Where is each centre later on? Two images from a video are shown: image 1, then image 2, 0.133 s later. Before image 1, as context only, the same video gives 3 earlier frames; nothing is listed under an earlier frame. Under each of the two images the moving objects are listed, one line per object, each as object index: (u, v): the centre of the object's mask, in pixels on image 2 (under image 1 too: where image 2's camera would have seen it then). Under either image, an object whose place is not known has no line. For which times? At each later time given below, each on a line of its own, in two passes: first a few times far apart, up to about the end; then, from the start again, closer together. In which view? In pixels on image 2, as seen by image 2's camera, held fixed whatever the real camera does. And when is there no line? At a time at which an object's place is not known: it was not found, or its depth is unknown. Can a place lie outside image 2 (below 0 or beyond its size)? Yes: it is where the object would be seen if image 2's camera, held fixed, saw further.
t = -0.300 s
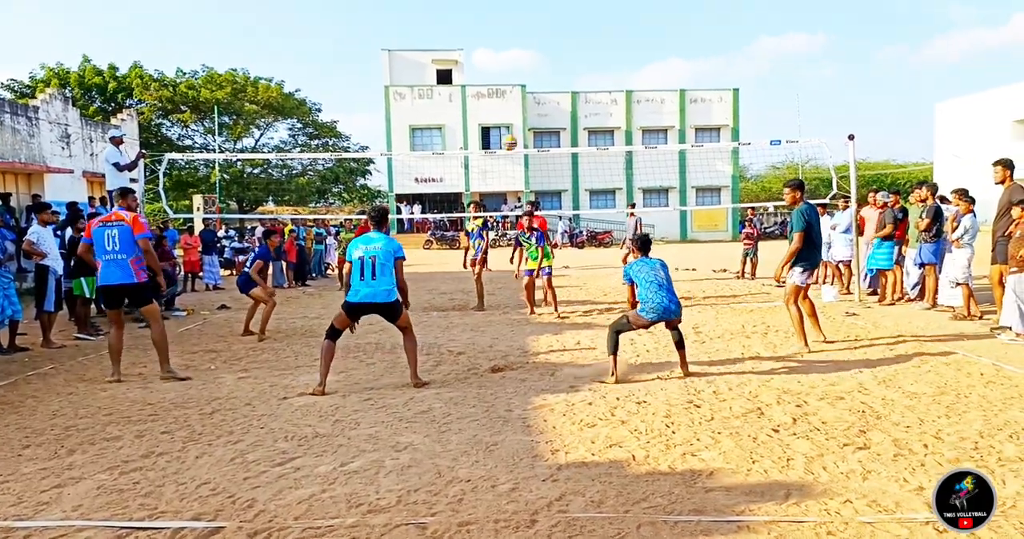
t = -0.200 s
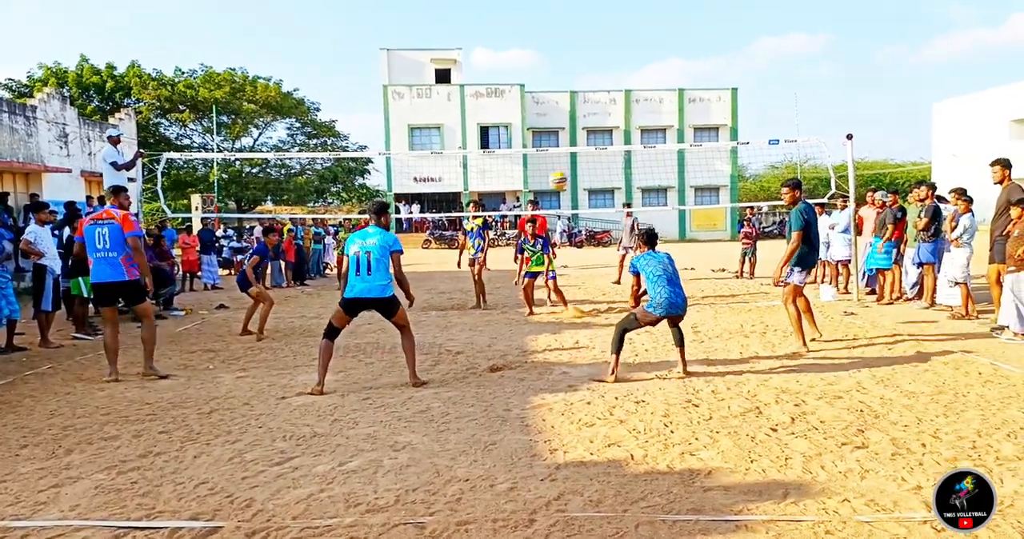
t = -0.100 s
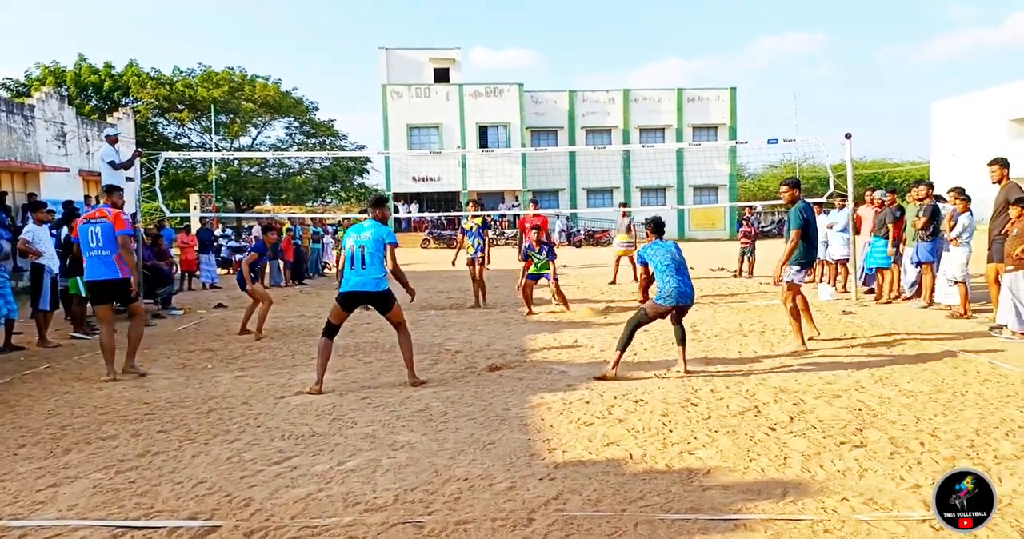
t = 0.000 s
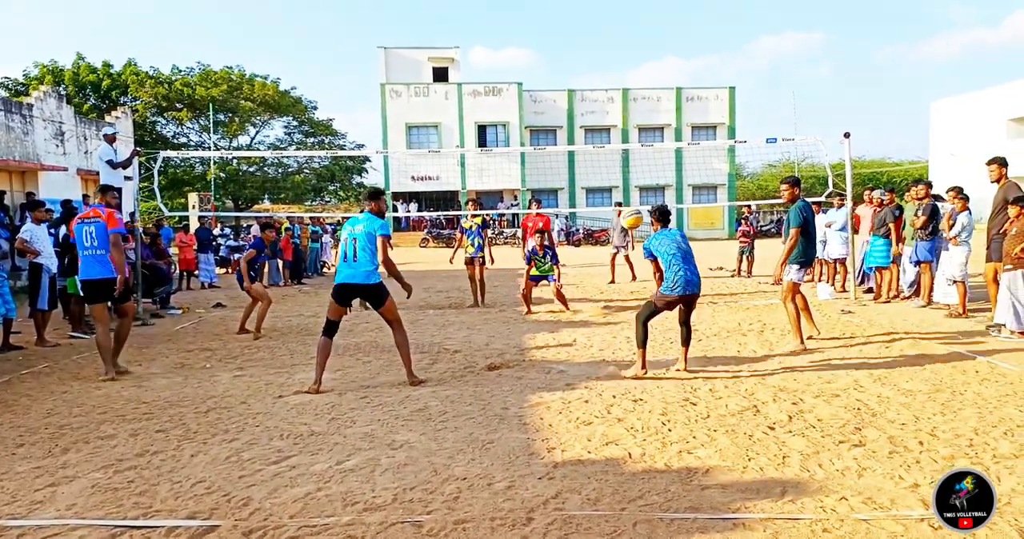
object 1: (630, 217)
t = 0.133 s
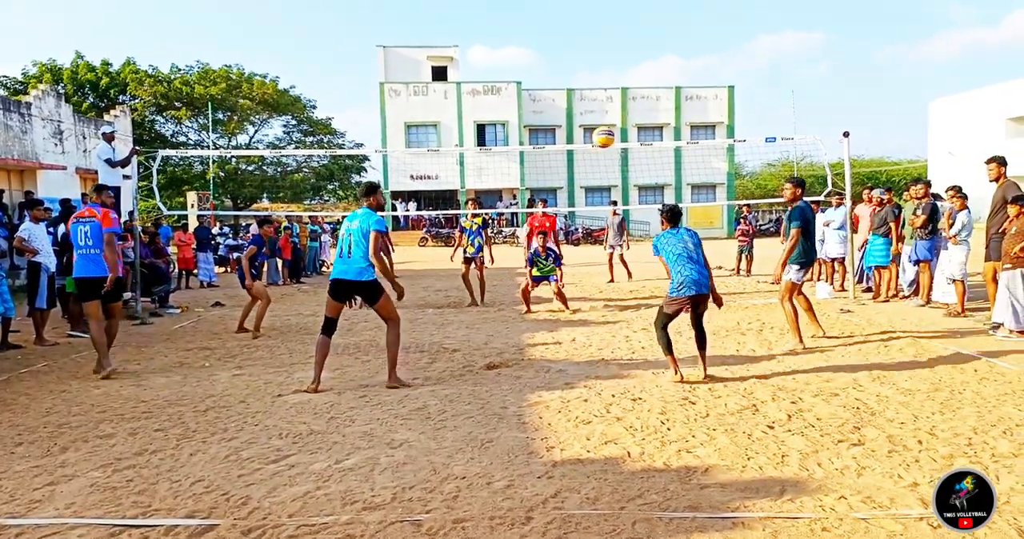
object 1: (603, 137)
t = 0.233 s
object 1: (585, 92)
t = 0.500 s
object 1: (535, 25)
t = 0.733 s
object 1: (498, 23)
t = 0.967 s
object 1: (467, 67)
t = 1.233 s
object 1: (435, 162)
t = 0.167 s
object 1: (597, 121)
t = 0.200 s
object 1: (592, 105)
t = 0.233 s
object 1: (585, 92)
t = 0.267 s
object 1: (578, 80)
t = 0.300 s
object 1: (571, 68)
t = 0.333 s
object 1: (565, 58)
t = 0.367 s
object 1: (559, 49)
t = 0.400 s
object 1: (553, 40)
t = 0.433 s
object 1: (547, 34)
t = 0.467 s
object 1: (542, 29)
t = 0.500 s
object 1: (535, 25)
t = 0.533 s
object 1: (529, 21)
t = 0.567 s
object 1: (523, 19)
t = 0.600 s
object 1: (518, 18)
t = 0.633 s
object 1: (513, 17)
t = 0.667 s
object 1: (507, 18)
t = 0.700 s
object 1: (503, 20)
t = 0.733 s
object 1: (498, 23)
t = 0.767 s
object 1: (492, 26)
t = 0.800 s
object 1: (487, 31)
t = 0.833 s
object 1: (483, 37)
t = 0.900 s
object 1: (474, 50)
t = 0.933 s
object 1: (470, 58)
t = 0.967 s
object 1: (467, 67)
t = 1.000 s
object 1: (461, 76)
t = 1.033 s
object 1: (457, 87)
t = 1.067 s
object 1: (453, 98)
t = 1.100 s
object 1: (449, 109)
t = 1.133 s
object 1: (446, 121)
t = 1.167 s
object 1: (442, 133)
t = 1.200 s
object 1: (438, 147)
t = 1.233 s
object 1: (435, 162)
